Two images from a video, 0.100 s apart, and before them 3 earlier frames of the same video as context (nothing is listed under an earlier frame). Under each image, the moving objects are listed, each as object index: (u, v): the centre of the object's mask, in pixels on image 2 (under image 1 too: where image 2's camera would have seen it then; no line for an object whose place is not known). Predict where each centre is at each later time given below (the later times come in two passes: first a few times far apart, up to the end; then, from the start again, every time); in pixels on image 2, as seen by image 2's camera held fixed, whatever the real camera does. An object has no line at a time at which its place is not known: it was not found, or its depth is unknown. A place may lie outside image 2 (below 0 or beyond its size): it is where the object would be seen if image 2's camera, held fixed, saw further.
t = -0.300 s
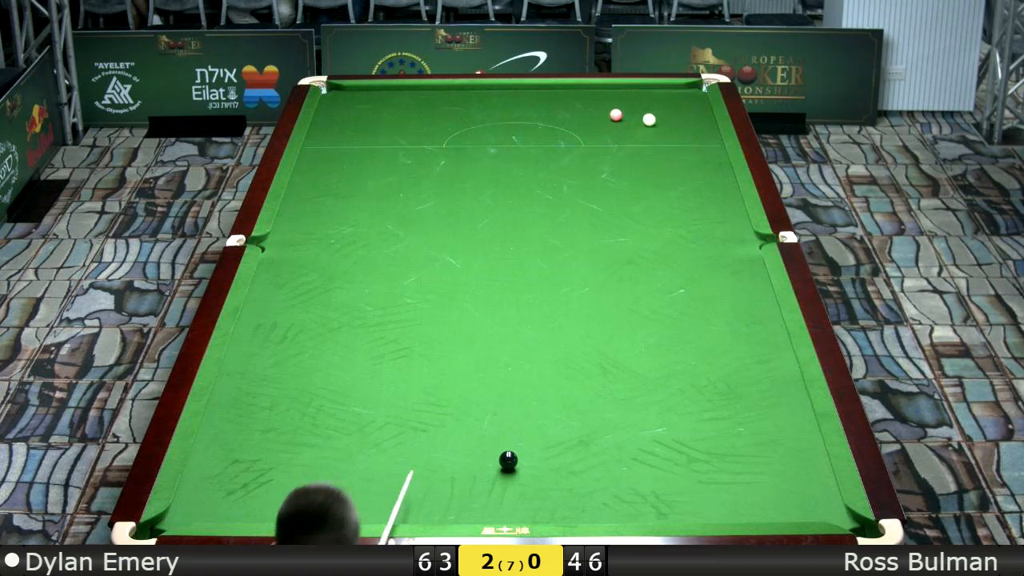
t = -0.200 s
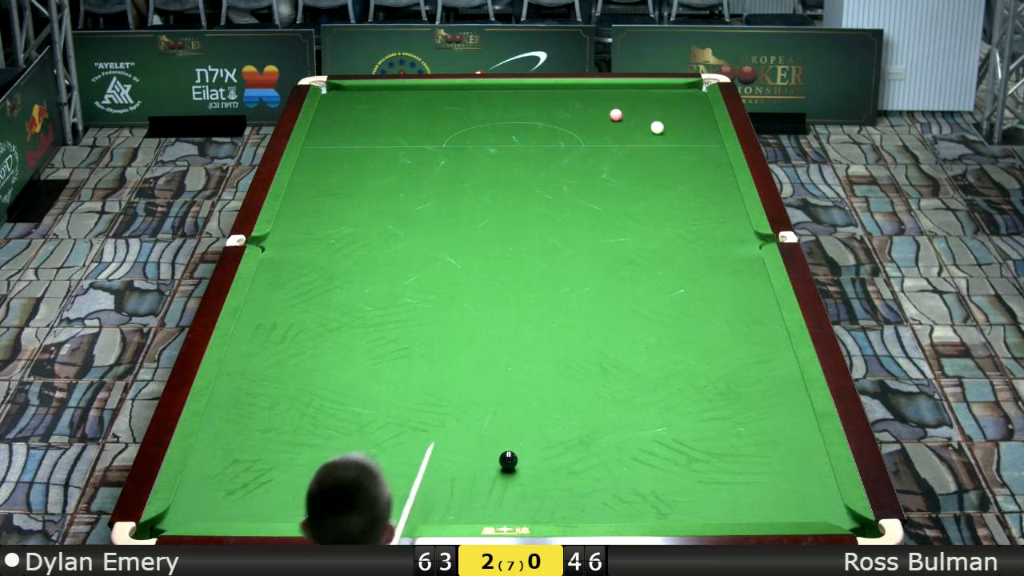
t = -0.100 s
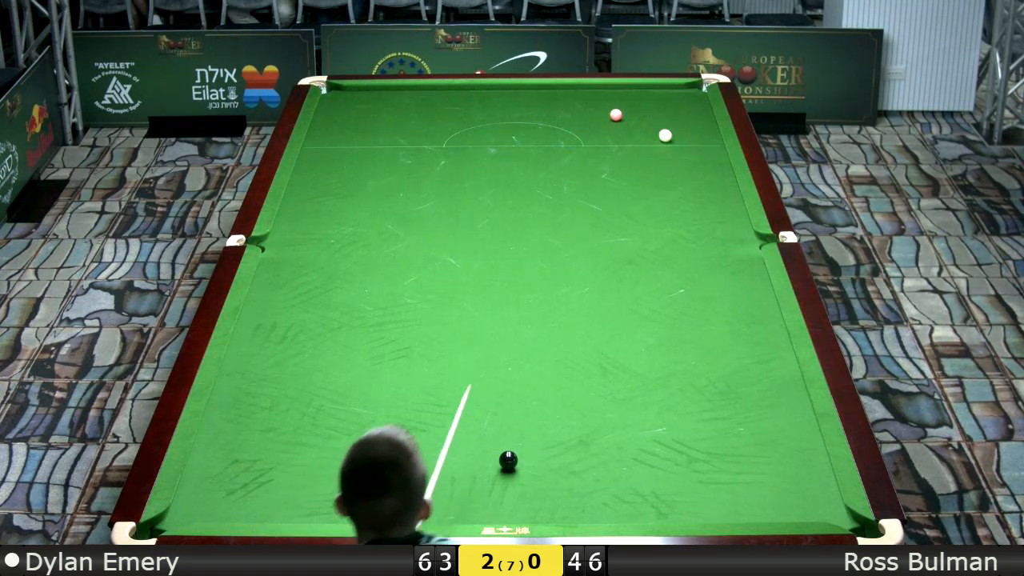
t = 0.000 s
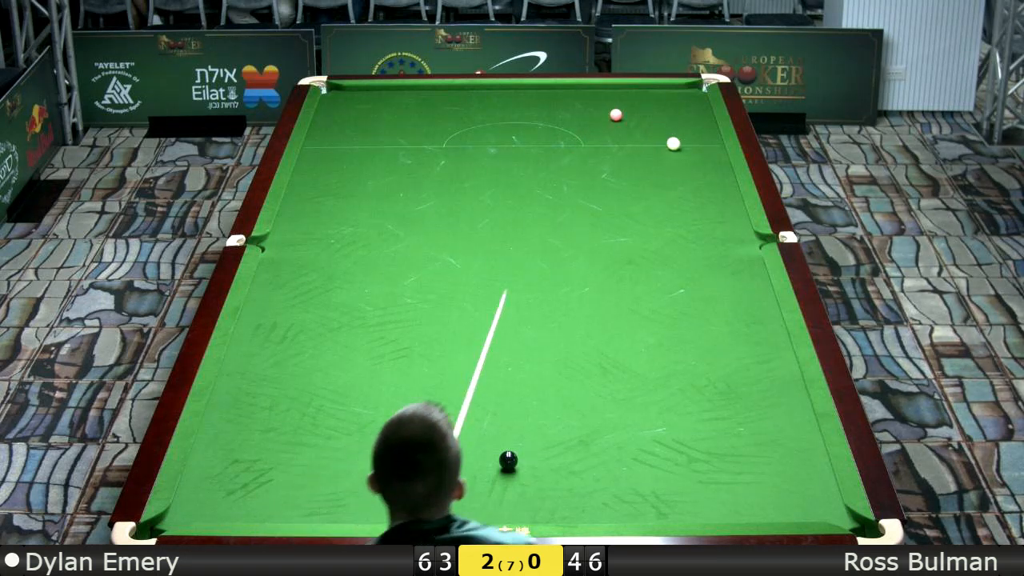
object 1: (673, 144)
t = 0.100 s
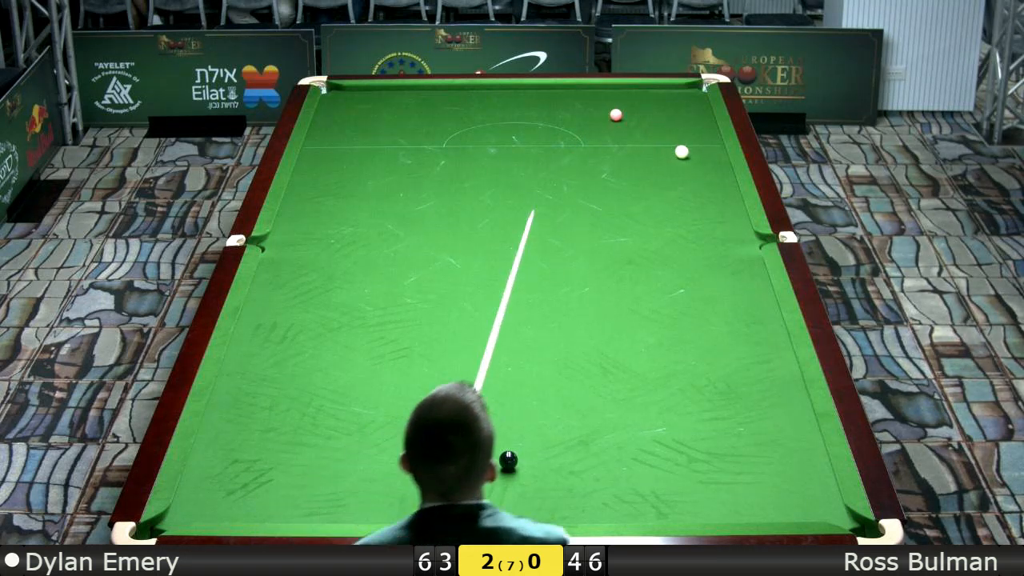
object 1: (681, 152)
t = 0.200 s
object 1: (690, 160)
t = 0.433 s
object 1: (709, 179)
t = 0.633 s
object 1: (727, 197)
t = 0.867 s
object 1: (739, 219)
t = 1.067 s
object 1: (739, 236)
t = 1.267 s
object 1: (738, 254)
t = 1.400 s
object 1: (738, 267)
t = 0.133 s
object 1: (683, 154)
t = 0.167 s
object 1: (687, 157)
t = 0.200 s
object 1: (690, 160)
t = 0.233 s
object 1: (692, 162)
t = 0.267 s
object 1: (695, 165)
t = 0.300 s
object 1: (699, 169)
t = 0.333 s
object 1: (700, 171)
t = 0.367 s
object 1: (704, 174)
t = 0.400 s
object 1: (707, 177)
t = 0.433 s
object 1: (709, 179)
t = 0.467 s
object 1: (713, 183)
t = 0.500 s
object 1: (716, 186)
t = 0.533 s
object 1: (718, 188)
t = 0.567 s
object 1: (722, 192)
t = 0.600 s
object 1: (725, 196)
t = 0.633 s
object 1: (727, 197)
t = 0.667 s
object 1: (730, 201)
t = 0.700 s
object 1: (734, 205)
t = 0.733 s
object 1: (736, 207)
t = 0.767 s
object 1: (740, 210)
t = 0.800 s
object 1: (740, 214)
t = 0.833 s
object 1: (739, 215)
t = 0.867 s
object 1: (739, 219)
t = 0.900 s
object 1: (739, 222)
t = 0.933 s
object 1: (739, 224)
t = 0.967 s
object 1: (739, 227)
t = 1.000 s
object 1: (739, 231)
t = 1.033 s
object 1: (739, 233)
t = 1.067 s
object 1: (739, 236)
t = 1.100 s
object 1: (739, 240)
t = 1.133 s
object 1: (739, 241)
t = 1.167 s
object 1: (739, 245)
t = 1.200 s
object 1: (738, 249)
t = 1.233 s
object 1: (738, 251)
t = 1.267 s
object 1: (738, 254)
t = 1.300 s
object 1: (738, 258)
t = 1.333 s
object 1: (738, 260)
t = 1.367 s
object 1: (738, 263)
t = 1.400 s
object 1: (738, 267)
